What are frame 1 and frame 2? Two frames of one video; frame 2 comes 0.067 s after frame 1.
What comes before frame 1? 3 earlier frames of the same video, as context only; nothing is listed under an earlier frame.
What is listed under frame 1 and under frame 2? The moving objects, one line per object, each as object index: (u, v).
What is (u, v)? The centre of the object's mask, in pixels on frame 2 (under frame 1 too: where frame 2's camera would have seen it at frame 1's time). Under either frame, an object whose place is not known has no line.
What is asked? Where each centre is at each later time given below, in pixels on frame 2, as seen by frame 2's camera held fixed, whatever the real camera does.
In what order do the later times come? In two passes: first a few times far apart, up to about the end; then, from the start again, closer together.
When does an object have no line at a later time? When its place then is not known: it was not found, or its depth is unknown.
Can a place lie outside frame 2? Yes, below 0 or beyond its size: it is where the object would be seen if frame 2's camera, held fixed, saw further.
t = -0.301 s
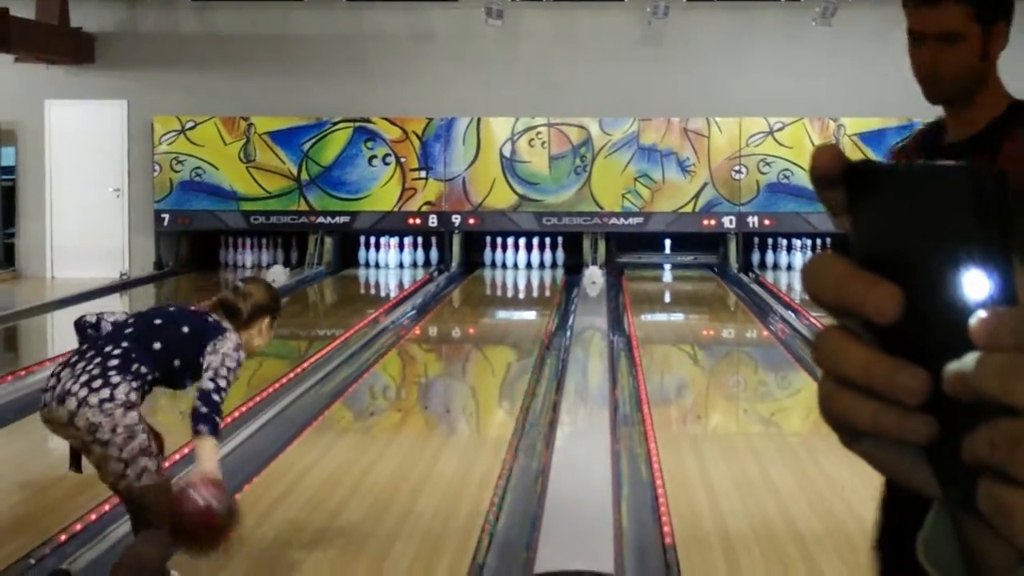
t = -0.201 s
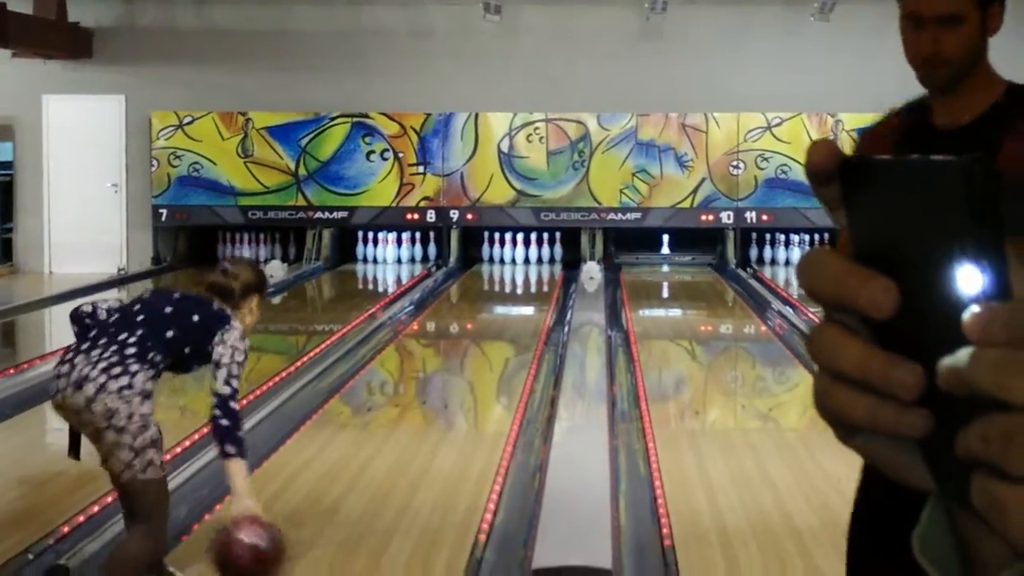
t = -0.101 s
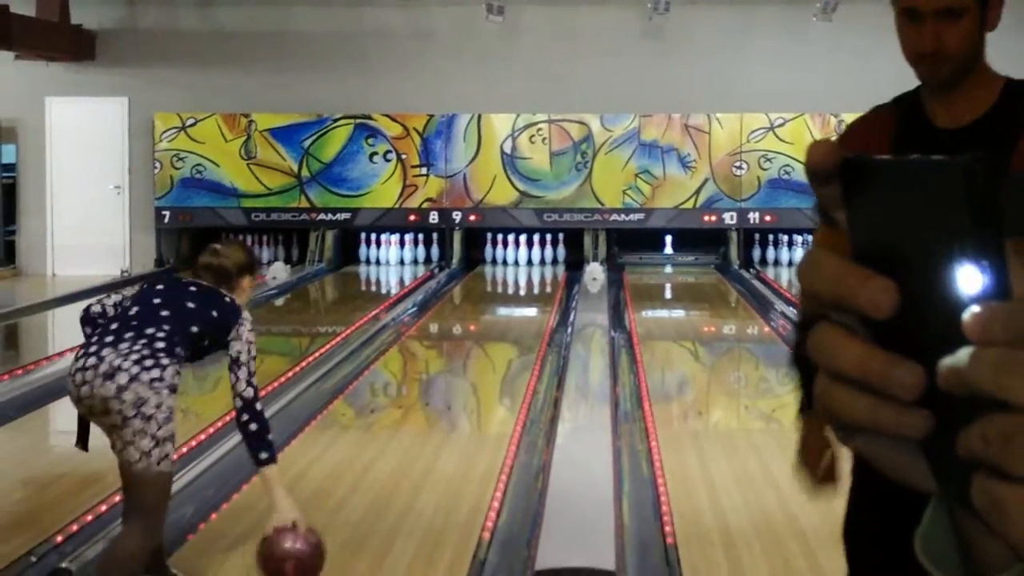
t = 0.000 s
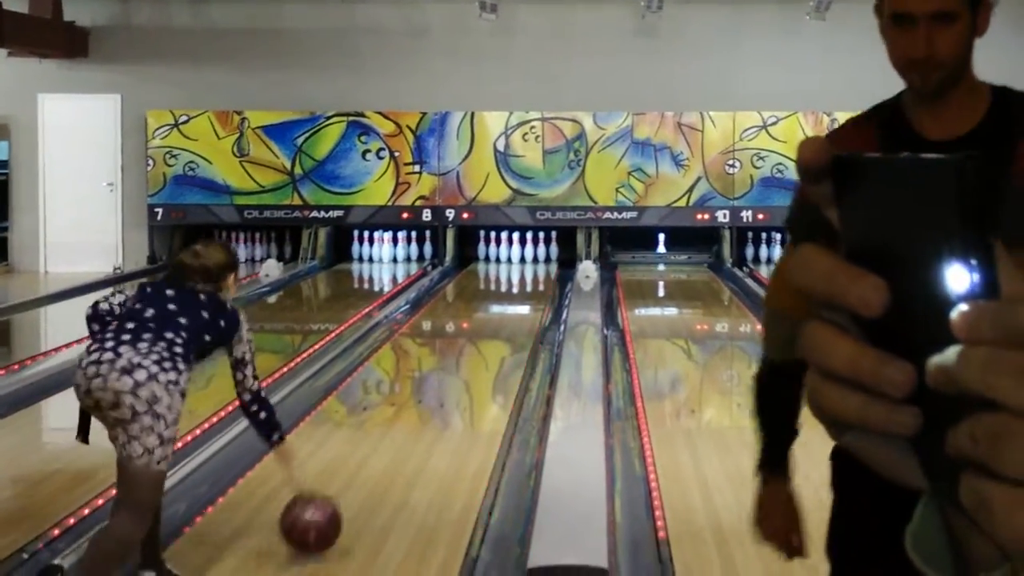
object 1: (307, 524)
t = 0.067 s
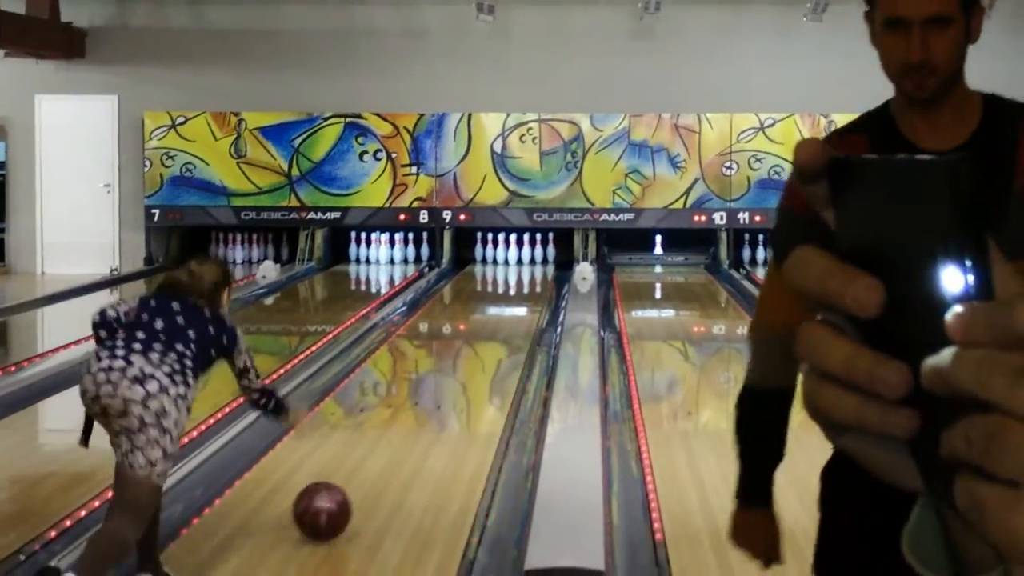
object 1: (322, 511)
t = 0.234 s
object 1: (351, 467)
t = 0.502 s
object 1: (385, 417)
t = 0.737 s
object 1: (406, 384)
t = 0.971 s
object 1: (423, 359)
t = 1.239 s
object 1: (438, 338)
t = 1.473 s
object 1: (449, 322)
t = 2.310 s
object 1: (475, 288)
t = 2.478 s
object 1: (478, 281)
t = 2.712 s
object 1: (481, 274)
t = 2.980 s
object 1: (483, 267)
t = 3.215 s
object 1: (487, 261)
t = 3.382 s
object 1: (490, 258)
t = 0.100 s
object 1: (328, 503)
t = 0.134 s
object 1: (335, 494)
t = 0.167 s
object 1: (341, 485)
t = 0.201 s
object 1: (346, 476)
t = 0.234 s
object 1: (351, 467)
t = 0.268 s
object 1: (357, 461)
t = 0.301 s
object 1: (361, 453)
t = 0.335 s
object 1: (366, 446)
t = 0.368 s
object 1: (370, 440)
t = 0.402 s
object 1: (374, 434)
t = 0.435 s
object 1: (378, 428)
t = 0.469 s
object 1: (382, 422)
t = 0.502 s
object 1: (385, 417)
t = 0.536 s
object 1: (389, 412)
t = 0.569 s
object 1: (392, 407)
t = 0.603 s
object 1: (395, 402)
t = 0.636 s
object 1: (398, 397)
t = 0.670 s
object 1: (401, 393)
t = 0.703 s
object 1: (404, 388)
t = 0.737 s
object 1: (406, 384)
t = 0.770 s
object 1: (409, 380)
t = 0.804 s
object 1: (411, 377)
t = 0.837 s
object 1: (414, 373)
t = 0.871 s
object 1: (416, 369)
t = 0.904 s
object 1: (418, 366)
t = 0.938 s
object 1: (421, 363)
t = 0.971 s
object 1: (423, 359)
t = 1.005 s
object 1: (425, 357)
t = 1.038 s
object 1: (428, 353)
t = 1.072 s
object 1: (429, 350)
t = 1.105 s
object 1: (431, 348)
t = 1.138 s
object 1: (433, 344)
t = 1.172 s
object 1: (434, 343)
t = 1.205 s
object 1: (436, 340)
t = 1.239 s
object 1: (438, 338)
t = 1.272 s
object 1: (440, 335)
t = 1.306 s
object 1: (442, 333)
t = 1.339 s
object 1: (443, 331)
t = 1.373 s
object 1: (444, 329)
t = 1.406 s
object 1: (445, 327)
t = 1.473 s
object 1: (449, 322)
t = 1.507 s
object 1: (450, 320)
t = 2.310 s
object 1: (475, 288)
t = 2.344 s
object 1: (475, 286)
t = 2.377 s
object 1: (477, 283)
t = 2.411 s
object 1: (477, 284)
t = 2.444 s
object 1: (477, 282)
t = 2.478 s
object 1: (478, 281)
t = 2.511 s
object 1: (479, 280)
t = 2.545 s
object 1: (479, 277)
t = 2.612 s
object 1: (481, 276)
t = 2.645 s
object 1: (481, 276)
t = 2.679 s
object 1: (481, 275)
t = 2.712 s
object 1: (481, 274)
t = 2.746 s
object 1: (482, 273)
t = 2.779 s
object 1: (481, 273)
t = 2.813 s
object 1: (481, 272)
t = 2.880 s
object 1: (483, 271)
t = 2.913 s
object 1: (482, 270)
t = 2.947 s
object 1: (482, 268)
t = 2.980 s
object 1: (483, 267)
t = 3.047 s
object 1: (484, 264)
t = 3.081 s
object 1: (485, 264)
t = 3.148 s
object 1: (485, 263)
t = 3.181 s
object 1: (486, 262)
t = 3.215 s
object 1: (487, 261)
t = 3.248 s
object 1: (488, 261)
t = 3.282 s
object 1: (488, 260)
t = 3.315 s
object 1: (489, 260)
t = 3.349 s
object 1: (489, 259)
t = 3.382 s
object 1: (490, 258)
